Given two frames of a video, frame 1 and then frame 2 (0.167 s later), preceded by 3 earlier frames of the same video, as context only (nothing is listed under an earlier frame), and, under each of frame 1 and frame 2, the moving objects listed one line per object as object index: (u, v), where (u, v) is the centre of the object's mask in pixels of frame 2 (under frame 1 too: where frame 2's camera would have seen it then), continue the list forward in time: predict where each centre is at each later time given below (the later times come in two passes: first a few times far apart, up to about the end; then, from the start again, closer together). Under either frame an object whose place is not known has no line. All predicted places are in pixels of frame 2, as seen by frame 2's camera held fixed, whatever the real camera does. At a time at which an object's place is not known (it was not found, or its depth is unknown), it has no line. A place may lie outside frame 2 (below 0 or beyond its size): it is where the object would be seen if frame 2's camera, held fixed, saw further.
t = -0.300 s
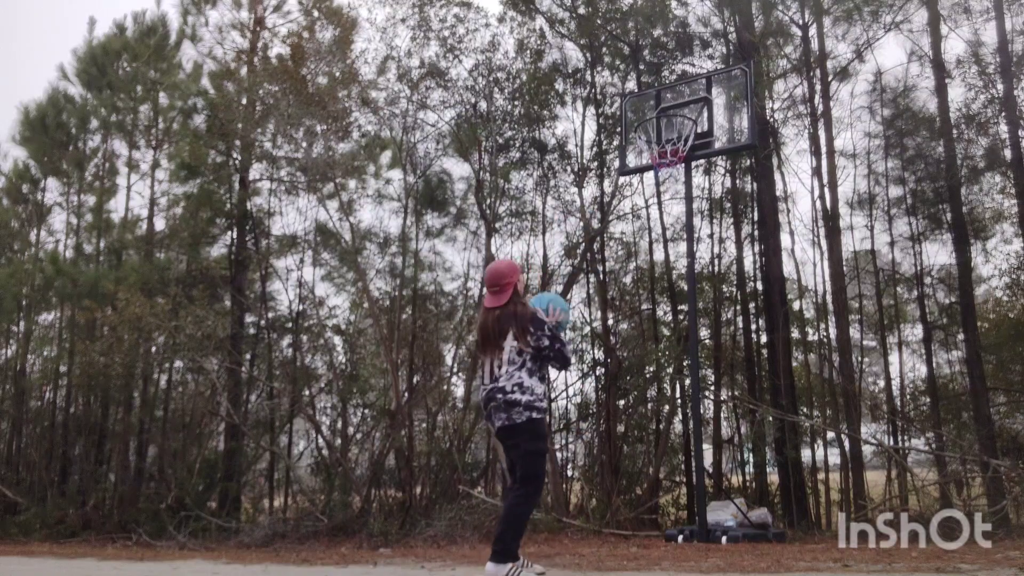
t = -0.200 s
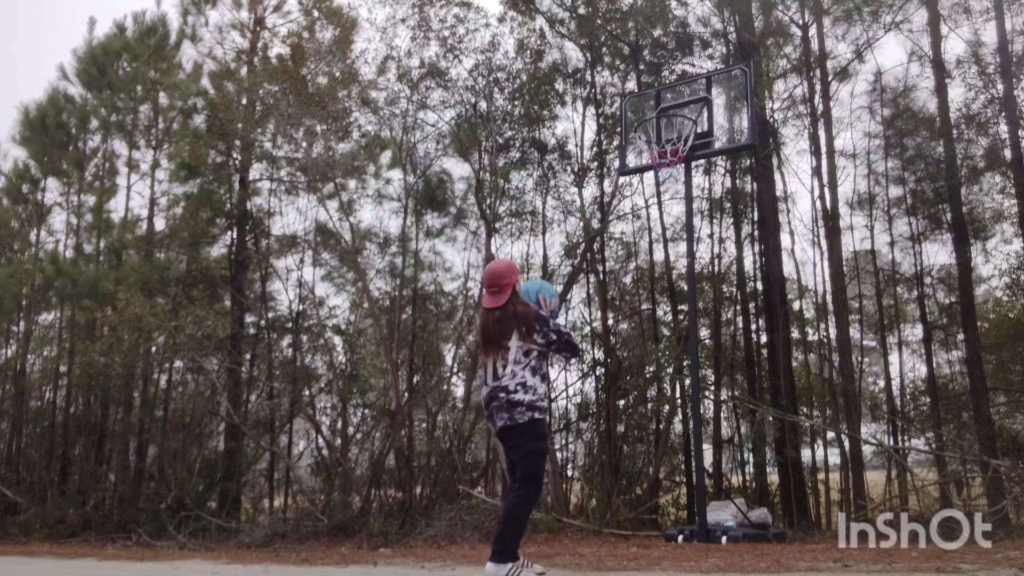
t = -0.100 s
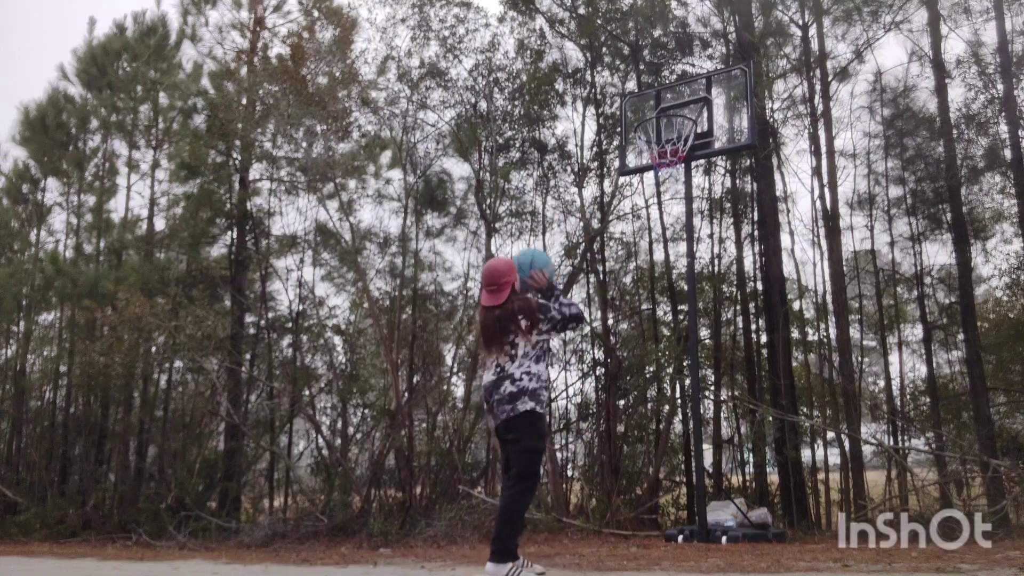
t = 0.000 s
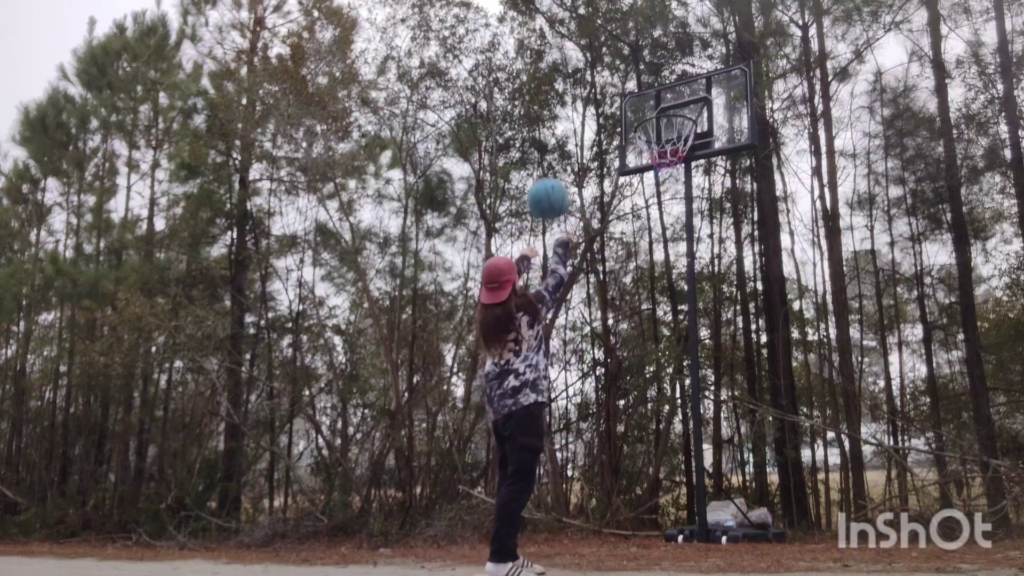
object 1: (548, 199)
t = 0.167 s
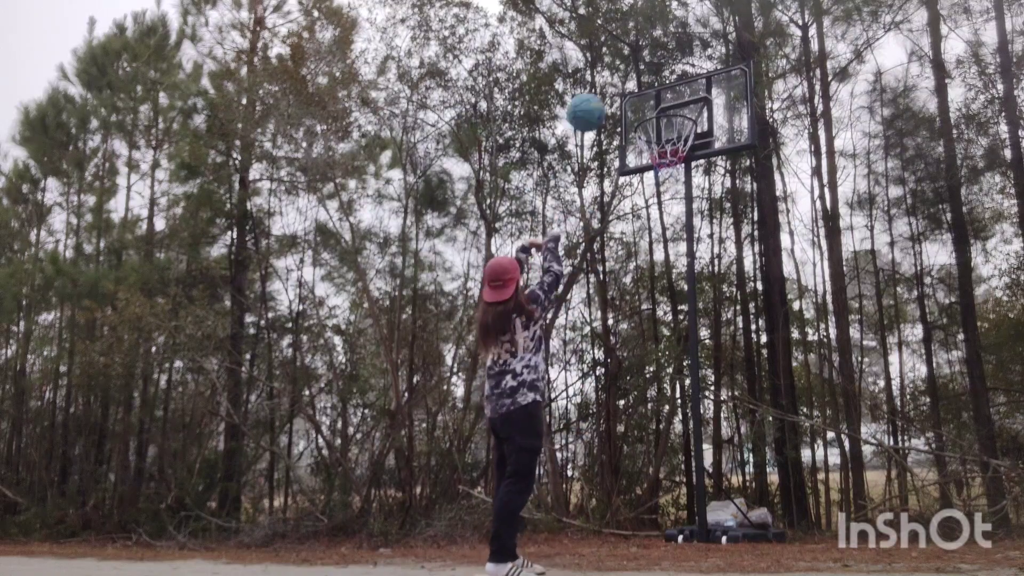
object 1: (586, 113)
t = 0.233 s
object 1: (599, 93)
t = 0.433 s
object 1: (637, 76)
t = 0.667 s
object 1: (677, 118)
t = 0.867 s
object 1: (679, 103)
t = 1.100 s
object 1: (675, 128)
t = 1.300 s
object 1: (679, 207)
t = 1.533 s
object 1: (687, 372)
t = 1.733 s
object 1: (694, 496)
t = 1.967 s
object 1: (690, 366)
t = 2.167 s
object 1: (691, 320)
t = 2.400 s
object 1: (700, 334)
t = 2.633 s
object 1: (716, 426)
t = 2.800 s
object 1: (727, 527)
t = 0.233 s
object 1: (599, 93)
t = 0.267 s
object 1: (606, 86)
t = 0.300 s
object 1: (613, 80)
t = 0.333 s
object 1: (619, 77)
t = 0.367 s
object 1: (624, 76)
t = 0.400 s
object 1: (631, 75)
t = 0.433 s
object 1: (637, 76)
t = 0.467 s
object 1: (643, 78)
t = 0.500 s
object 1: (649, 81)
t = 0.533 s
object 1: (654, 86)
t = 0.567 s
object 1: (660, 93)
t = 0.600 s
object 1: (666, 99)
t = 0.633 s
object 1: (672, 105)
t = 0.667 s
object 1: (677, 118)
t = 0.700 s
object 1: (680, 122)
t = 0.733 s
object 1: (680, 119)
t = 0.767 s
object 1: (682, 108)
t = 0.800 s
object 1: (680, 108)
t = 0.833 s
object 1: (679, 104)
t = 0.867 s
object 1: (679, 103)
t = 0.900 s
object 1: (678, 103)
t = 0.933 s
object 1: (678, 103)
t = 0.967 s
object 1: (678, 104)
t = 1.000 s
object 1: (678, 107)
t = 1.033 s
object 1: (678, 109)
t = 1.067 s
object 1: (675, 122)
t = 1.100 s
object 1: (675, 128)
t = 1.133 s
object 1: (676, 137)
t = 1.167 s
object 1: (676, 150)
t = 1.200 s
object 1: (677, 162)
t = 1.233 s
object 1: (678, 175)
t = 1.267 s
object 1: (678, 189)
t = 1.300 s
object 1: (679, 207)
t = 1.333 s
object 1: (680, 225)
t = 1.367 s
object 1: (681, 243)
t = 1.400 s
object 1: (682, 267)
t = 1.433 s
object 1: (682, 288)
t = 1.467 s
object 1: (684, 314)
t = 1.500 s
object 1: (685, 341)
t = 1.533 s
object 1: (687, 372)
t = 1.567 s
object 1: (689, 403)
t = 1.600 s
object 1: (691, 437)
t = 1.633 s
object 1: (693, 475)
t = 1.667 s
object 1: (696, 516)
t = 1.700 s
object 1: (695, 523)
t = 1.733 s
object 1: (694, 496)
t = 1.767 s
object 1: (693, 473)
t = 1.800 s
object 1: (692, 450)
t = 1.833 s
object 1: (691, 430)
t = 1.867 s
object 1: (691, 411)
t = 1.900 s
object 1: (690, 395)
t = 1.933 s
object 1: (690, 380)
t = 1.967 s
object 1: (690, 366)
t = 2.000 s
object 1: (690, 355)
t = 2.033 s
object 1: (690, 344)
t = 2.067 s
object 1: (690, 336)
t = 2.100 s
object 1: (691, 329)
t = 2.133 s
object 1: (691, 324)
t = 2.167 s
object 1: (691, 320)
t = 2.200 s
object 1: (693, 317)
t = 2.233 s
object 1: (694, 317)
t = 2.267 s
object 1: (694, 317)
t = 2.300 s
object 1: (696, 319)
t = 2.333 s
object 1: (697, 323)
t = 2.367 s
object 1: (698, 327)
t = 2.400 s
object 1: (700, 334)
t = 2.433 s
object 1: (702, 342)
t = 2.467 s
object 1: (704, 352)
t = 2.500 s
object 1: (705, 363)
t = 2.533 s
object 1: (707, 376)
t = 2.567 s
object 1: (710, 390)
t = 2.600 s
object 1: (712, 406)
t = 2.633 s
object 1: (716, 426)
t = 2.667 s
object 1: (718, 444)
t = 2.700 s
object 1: (721, 465)
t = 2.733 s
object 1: (724, 488)
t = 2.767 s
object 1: (726, 514)
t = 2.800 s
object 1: (727, 527)
